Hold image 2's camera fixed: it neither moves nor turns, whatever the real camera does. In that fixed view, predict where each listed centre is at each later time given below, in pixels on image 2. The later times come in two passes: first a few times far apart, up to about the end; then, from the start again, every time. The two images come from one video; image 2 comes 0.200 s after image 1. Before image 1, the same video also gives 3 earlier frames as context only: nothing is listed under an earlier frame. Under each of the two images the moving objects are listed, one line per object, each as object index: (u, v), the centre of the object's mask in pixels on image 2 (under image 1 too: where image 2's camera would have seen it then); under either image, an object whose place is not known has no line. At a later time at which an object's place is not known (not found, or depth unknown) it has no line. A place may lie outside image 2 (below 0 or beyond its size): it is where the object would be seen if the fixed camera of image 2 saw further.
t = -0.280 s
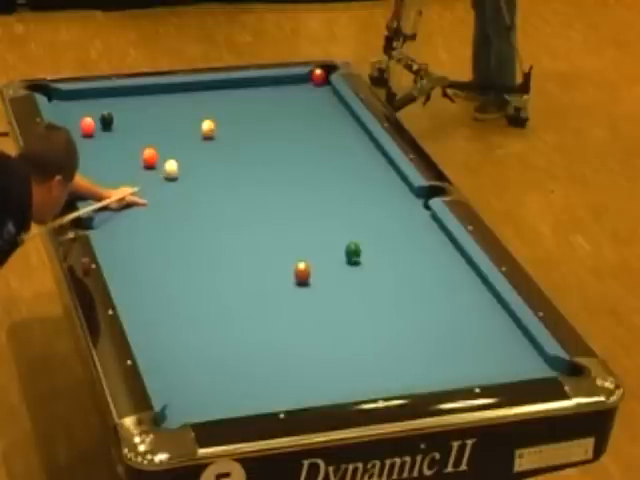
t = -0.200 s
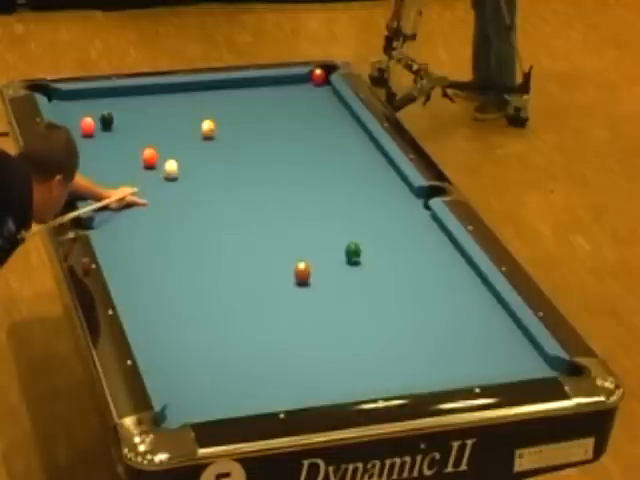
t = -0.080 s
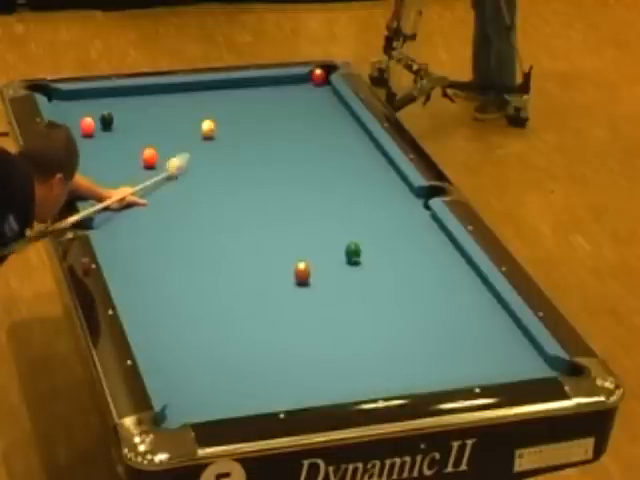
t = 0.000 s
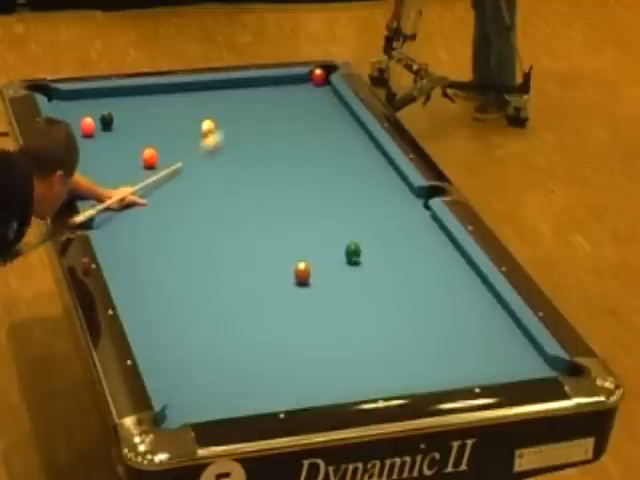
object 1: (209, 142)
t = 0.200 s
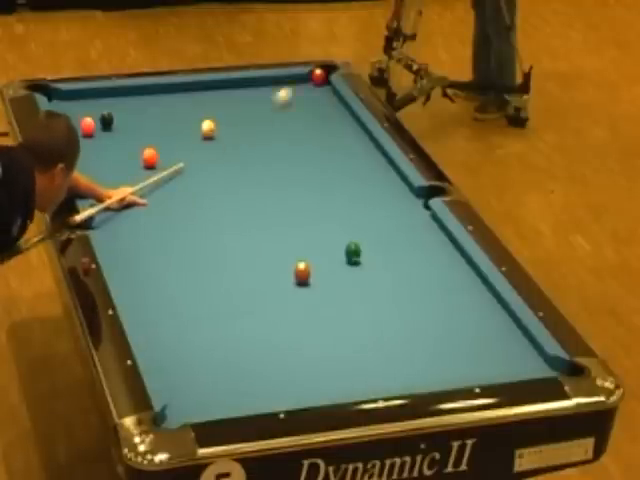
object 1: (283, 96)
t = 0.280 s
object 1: (305, 82)
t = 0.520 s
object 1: (295, 80)
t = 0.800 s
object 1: (278, 85)
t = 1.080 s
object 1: (261, 91)
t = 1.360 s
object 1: (246, 95)
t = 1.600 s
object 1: (233, 100)
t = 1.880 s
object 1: (219, 104)
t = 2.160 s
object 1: (206, 107)
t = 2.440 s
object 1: (193, 111)
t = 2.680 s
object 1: (183, 114)
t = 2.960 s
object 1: (174, 117)
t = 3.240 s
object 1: (165, 119)
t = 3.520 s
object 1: (157, 121)
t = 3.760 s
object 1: (152, 123)
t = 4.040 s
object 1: (146, 124)
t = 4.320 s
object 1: (142, 125)
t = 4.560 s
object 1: (140, 125)
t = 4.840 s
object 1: (138, 126)
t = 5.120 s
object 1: (138, 126)
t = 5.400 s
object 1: (138, 127)
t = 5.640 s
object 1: (138, 127)
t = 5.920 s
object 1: (138, 126)
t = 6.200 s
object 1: (138, 126)
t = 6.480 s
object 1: (138, 126)
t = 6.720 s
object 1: (137, 126)
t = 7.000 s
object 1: (137, 126)
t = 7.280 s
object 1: (137, 126)
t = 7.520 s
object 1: (137, 126)
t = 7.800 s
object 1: (137, 126)
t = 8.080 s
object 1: (137, 126)
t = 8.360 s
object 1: (138, 126)
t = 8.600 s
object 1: (138, 126)
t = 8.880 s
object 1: (138, 126)
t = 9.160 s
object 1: (138, 126)
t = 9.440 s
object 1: (138, 126)
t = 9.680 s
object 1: (138, 126)
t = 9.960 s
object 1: (138, 126)
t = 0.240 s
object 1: (295, 88)
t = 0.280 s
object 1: (305, 82)
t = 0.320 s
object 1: (309, 79)
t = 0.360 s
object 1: (306, 77)
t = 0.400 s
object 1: (303, 77)
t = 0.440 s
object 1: (300, 78)
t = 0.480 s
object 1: (298, 79)
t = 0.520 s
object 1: (295, 80)
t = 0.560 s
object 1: (293, 81)
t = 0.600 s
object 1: (290, 82)
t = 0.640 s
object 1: (288, 83)
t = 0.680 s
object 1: (285, 84)
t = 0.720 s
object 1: (283, 84)
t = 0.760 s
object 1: (280, 85)
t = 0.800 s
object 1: (278, 85)
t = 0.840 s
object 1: (276, 86)
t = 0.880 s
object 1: (273, 87)
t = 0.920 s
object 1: (271, 88)
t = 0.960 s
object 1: (268, 89)
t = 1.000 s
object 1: (266, 89)
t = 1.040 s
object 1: (264, 90)
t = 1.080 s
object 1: (261, 91)
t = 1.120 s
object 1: (259, 91)
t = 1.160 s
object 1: (257, 92)
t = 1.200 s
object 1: (255, 93)
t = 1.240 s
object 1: (252, 93)
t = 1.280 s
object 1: (250, 94)
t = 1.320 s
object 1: (248, 95)
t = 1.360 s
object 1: (246, 95)
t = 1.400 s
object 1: (244, 96)
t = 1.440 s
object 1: (241, 97)
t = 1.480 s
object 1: (239, 98)
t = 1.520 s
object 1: (237, 98)
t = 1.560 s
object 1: (235, 99)
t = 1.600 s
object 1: (233, 100)
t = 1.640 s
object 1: (231, 100)
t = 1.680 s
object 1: (229, 101)
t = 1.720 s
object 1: (227, 101)
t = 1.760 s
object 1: (225, 102)
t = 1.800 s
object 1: (223, 102)
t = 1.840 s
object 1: (221, 103)
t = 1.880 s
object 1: (219, 104)
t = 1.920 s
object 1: (217, 104)
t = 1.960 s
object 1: (215, 105)
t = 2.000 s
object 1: (213, 105)
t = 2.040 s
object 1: (211, 105)
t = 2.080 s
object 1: (209, 106)
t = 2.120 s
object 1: (207, 107)
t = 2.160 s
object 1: (206, 107)
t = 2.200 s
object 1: (204, 108)
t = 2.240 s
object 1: (202, 108)
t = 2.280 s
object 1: (200, 108)
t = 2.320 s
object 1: (199, 109)
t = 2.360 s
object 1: (196, 110)
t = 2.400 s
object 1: (195, 110)
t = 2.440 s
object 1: (193, 111)
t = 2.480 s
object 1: (192, 111)
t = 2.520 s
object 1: (190, 112)
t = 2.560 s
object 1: (188, 112)
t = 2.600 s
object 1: (187, 113)
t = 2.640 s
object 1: (185, 113)
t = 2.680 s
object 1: (183, 114)
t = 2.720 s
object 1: (182, 114)
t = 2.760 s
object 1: (181, 115)
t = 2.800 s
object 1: (179, 115)
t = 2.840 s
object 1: (178, 115)
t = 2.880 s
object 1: (177, 116)
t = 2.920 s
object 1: (175, 116)
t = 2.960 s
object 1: (174, 117)
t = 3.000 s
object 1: (172, 117)
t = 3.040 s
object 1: (171, 117)
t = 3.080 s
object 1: (170, 118)
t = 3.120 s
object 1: (169, 118)
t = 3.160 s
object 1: (168, 119)
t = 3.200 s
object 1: (166, 119)
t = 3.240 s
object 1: (165, 119)
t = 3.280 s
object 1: (164, 119)
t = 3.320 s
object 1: (163, 120)
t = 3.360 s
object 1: (162, 120)
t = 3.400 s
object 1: (161, 121)
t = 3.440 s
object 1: (160, 121)
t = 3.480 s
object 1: (159, 121)
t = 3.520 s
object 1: (157, 121)
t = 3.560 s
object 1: (156, 122)
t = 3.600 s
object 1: (155, 122)
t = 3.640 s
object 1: (154, 122)
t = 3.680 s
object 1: (153, 123)
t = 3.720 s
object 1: (152, 123)
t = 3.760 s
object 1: (152, 123)
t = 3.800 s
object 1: (151, 123)
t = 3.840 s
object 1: (150, 123)
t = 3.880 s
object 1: (149, 124)
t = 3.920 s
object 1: (148, 124)
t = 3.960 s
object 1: (147, 124)
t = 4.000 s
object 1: (147, 124)
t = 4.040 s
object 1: (146, 124)
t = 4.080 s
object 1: (146, 124)
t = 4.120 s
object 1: (145, 124)
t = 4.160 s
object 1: (144, 124)
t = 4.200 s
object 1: (144, 124)
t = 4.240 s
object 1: (143, 124)
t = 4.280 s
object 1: (142, 125)
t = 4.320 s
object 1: (142, 125)
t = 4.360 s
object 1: (142, 125)
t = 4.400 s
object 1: (141, 125)
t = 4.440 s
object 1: (141, 125)
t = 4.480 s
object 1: (140, 125)
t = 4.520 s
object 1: (140, 125)
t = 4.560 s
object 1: (140, 125)
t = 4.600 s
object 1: (139, 125)
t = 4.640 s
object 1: (139, 126)
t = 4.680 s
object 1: (139, 126)
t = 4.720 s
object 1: (139, 126)
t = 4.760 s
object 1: (139, 126)
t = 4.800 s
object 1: (139, 126)
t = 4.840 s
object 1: (138, 126)
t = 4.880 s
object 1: (138, 126)
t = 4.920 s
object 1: (138, 126)
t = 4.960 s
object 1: (138, 126)
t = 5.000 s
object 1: (138, 126)
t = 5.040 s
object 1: (138, 126)
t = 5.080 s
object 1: (138, 126)
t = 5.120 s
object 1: (138, 126)
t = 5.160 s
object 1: (138, 126)
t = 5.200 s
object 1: (138, 126)
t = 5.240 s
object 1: (138, 127)
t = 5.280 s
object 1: (138, 127)
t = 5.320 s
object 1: (138, 127)
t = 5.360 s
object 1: (138, 127)
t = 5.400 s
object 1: (138, 127)
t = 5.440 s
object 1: (138, 127)
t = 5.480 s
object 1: (138, 127)
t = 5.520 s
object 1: (138, 127)
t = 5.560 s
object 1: (138, 127)
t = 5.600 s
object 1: (138, 127)
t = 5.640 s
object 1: (138, 127)
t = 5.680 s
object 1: (138, 126)
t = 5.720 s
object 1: (138, 126)
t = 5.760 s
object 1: (138, 126)
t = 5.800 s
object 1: (138, 126)
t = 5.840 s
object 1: (138, 126)
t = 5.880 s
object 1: (138, 126)
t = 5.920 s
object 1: (138, 126)
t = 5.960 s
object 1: (138, 126)
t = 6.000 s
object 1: (138, 126)
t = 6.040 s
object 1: (138, 126)
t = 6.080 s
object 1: (138, 126)
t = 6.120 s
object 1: (138, 126)
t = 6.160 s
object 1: (138, 126)
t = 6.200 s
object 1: (138, 126)
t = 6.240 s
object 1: (138, 126)
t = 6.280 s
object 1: (138, 126)
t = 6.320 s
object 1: (138, 126)
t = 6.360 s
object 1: (138, 126)
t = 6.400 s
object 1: (138, 126)
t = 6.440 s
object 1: (138, 126)
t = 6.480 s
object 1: (138, 126)
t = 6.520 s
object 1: (138, 126)
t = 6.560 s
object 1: (138, 126)
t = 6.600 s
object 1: (138, 126)
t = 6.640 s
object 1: (138, 126)
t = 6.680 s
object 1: (137, 126)
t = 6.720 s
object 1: (137, 126)
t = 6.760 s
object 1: (137, 126)
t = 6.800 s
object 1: (137, 126)
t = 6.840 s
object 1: (137, 126)
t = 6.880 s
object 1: (138, 126)
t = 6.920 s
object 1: (138, 126)
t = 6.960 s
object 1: (138, 126)
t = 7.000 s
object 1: (137, 126)
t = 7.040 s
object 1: (137, 126)
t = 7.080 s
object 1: (137, 126)
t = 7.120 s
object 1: (138, 126)
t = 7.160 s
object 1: (137, 126)
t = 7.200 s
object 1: (137, 126)
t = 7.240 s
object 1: (137, 126)
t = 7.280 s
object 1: (137, 126)
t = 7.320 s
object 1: (137, 126)
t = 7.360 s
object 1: (137, 126)
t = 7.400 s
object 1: (137, 126)
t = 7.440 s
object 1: (137, 126)
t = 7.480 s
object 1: (137, 126)
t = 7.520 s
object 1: (137, 126)
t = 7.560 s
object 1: (137, 126)
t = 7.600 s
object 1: (137, 126)
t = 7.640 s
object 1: (137, 126)
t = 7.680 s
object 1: (137, 126)
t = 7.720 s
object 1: (137, 126)
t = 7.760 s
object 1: (137, 126)
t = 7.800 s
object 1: (137, 126)
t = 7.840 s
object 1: (137, 126)
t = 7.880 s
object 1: (137, 126)
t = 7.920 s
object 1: (138, 126)
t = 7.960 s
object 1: (137, 126)
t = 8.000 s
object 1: (138, 126)
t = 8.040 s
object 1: (138, 126)
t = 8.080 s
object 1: (137, 126)
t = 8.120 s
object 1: (137, 126)
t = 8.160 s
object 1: (138, 126)
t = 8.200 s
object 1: (138, 126)
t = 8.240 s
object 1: (138, 126)
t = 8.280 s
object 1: (138, 126)
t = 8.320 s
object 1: (138, 126)
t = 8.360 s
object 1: (138, 126)
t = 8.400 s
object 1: (138, 126)
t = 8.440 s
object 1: (138, 126)
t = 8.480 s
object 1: (138, 126)
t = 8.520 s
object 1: (138, 126)
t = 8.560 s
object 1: (138, 126)
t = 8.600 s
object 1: (138, 126)
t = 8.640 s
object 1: (138, 126)
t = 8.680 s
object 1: (138, 126)
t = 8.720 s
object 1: (138, 126)
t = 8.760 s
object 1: (138, 126)
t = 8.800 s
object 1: (138, 126)
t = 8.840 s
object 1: (138, 126)
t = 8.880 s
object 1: (138, 126)
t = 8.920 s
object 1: (138, 126)
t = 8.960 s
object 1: (138, 126)
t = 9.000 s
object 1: (138, 126)
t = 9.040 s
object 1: (138, 126)
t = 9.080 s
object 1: (138, 126)
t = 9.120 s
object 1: (138, 126)
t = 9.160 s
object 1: (138, 126)
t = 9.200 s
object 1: (138, 126)
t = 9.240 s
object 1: (138, 126)
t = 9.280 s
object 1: (138, 126)
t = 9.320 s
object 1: (138, 126)
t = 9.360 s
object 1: (138, 126)
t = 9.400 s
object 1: (138, 126)
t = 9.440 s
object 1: (138, 126)
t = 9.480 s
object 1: (138, 126)
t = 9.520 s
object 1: (138, 126)
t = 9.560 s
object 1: (138, 126)
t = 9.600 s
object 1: (138, 126)
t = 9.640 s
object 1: (138, 126)
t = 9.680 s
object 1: (138, 126)
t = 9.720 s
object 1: (138, 126)
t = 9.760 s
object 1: (138, 126)
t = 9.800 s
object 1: (138, 126)
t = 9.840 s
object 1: (138, 126)
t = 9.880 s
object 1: (137, 126)
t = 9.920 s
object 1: (137, 126)
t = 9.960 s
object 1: (138, 126)
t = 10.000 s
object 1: (138, 126)
